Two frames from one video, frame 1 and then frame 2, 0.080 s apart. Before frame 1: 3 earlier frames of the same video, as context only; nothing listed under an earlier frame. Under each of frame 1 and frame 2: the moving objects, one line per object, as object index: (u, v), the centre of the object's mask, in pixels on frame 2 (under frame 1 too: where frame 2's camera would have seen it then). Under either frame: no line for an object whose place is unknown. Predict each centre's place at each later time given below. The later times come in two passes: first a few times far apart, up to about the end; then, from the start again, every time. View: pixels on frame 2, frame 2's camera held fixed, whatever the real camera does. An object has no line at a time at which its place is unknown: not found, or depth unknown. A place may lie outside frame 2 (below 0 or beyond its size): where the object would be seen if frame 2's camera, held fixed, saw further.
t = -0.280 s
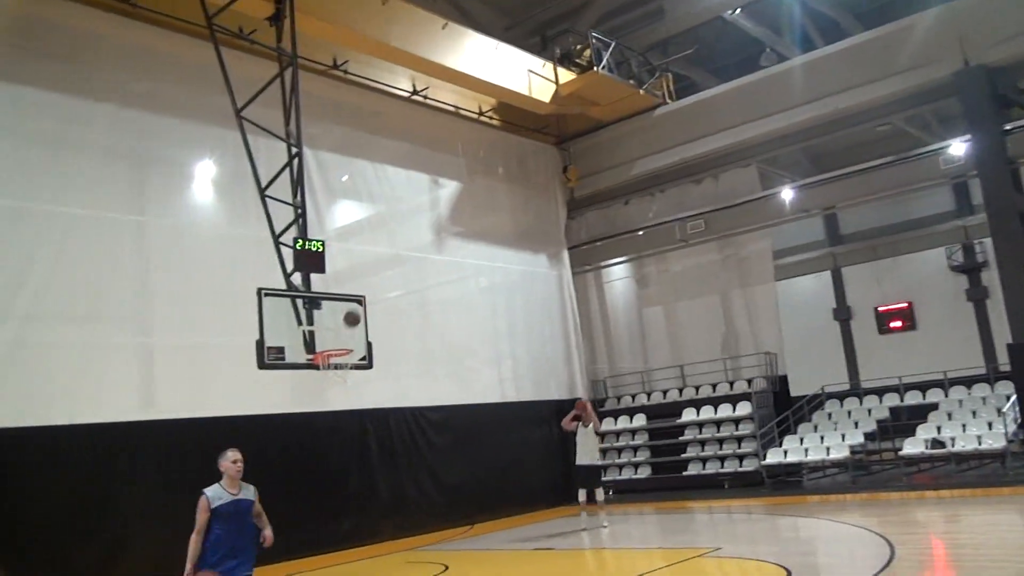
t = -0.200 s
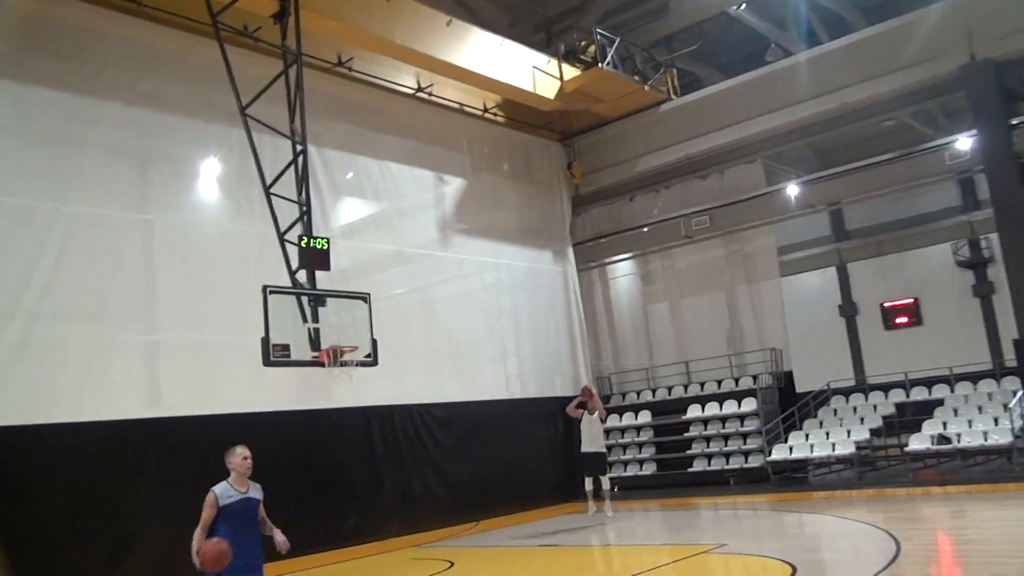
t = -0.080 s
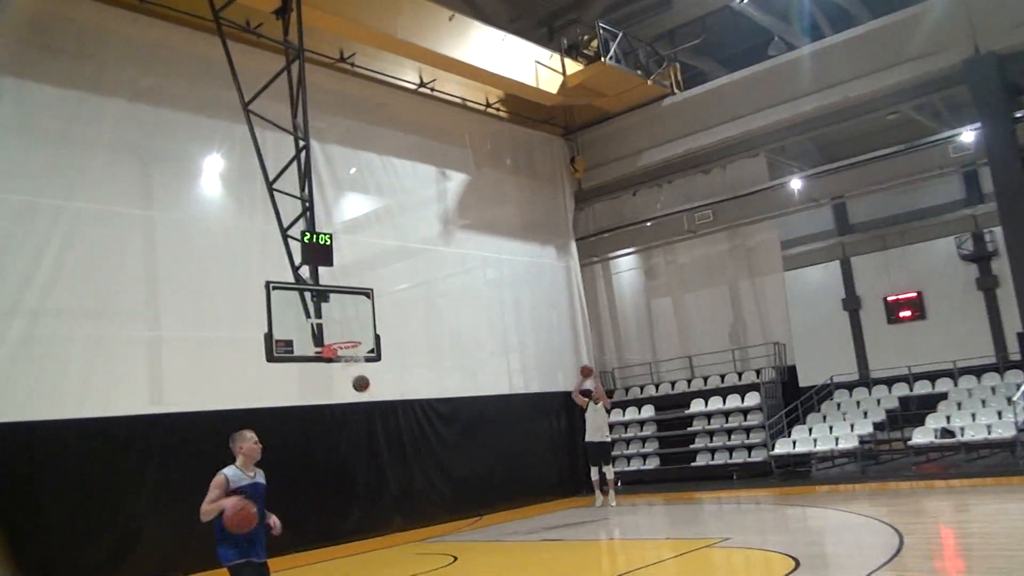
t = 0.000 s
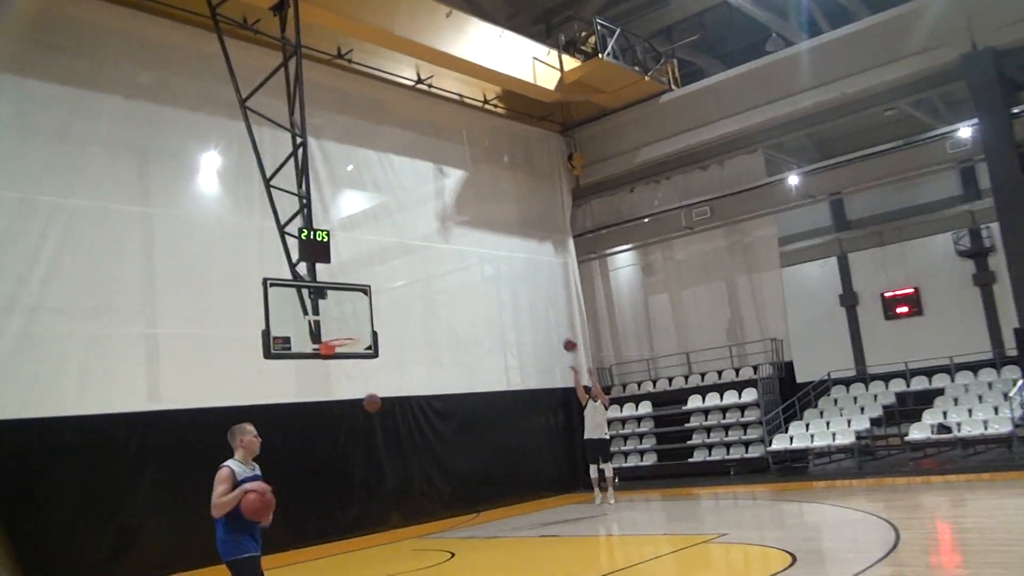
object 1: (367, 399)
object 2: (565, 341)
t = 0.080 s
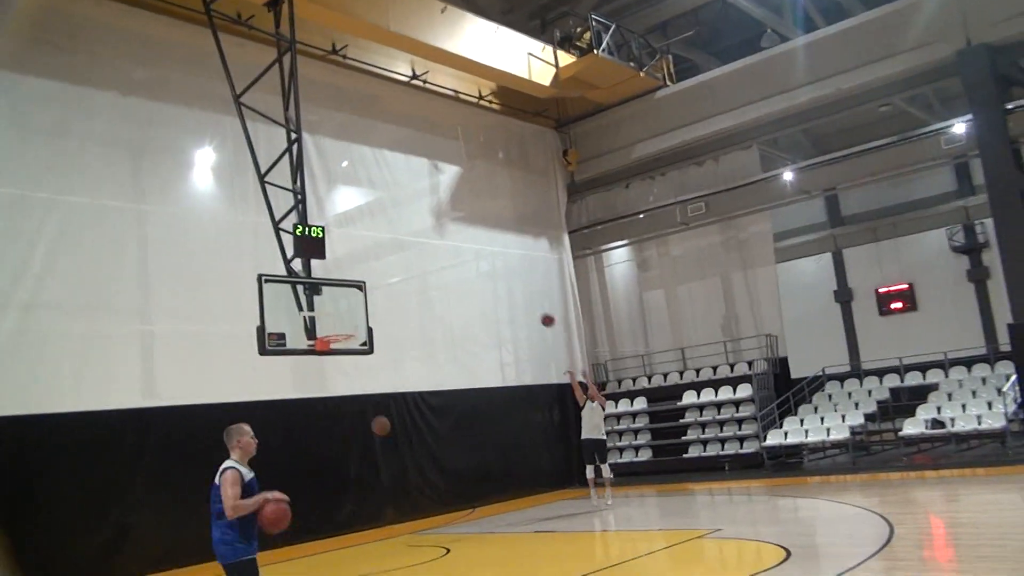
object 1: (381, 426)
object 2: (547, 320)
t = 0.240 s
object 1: (411, 498)
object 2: (512, 287)
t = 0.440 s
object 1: (435, 510)
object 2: (469, 265)
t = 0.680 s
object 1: (449, 435)
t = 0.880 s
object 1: (464, 406)
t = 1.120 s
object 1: (487, 412)
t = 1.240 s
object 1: (501, 434)
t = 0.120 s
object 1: (388, 442)
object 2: (539, 310)
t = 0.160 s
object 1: (396, 459)
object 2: (530, 302)
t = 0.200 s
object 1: (403, 478)
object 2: (521, 294)
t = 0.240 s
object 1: (411, 498)
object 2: (512, 287)
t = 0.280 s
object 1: (419, 518)
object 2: (504, 281)
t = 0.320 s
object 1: (427, 542)
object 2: (495, 276)
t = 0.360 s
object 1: (432, 545)
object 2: (486, 271)
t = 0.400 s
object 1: (433, 527)
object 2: (478, 268)
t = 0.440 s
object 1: (435, 510)
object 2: (469, 265)
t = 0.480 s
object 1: (437, 495)
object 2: (460, 263)
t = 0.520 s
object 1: (440, 481)
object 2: (452, 262)
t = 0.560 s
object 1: (441, 467)
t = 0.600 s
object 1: (444, 455)
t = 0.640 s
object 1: (446, 445)
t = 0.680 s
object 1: (449, 435)
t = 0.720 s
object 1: (451, 426)
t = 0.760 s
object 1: (454, 420)
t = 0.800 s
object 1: (457, 414)
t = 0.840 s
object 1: (461, 409)
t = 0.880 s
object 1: (464, 406)
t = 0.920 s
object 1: (467, 404)
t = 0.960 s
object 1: (471, 403)
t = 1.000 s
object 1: (475, 403)
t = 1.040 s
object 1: (479, 405)
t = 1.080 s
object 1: (483, 408)
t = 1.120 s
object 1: (487, 412)
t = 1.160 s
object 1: (492, 418)
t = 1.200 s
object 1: (496, 425)
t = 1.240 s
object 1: (501, 434)
